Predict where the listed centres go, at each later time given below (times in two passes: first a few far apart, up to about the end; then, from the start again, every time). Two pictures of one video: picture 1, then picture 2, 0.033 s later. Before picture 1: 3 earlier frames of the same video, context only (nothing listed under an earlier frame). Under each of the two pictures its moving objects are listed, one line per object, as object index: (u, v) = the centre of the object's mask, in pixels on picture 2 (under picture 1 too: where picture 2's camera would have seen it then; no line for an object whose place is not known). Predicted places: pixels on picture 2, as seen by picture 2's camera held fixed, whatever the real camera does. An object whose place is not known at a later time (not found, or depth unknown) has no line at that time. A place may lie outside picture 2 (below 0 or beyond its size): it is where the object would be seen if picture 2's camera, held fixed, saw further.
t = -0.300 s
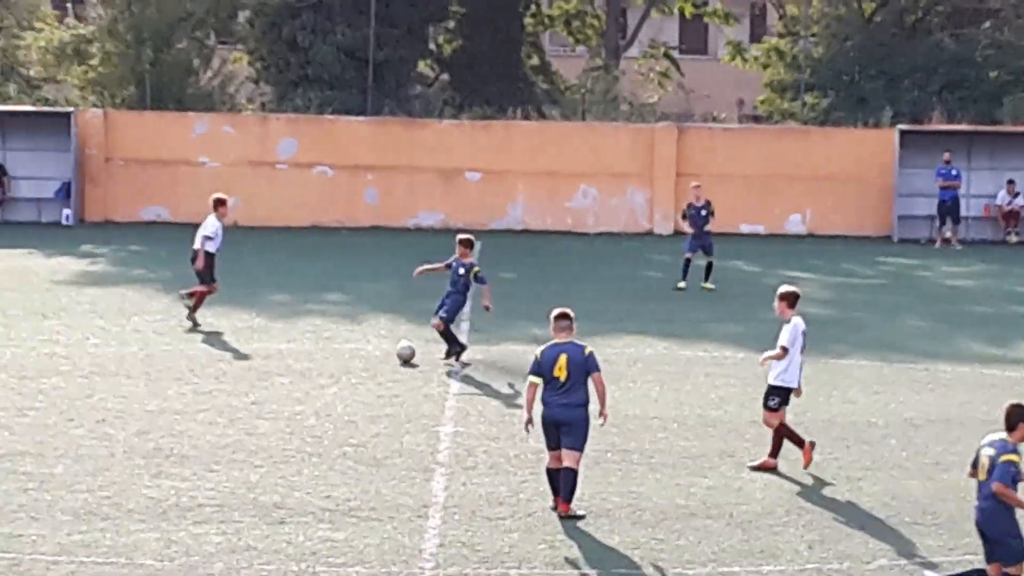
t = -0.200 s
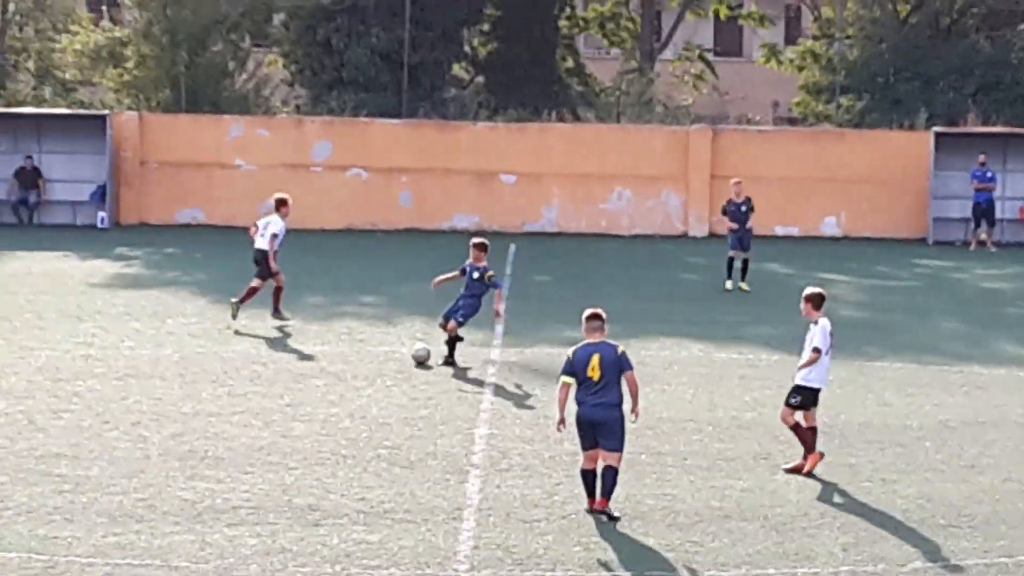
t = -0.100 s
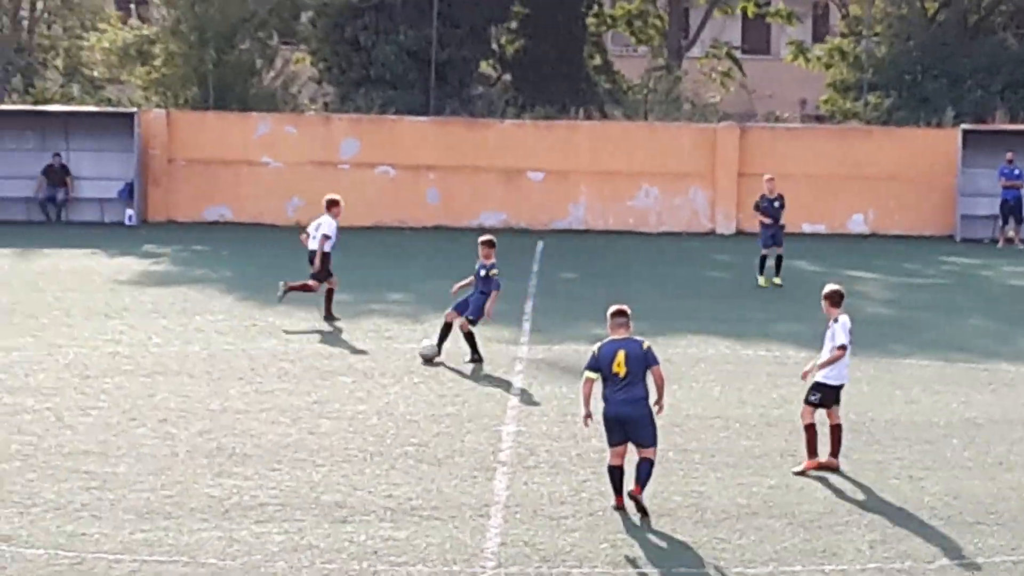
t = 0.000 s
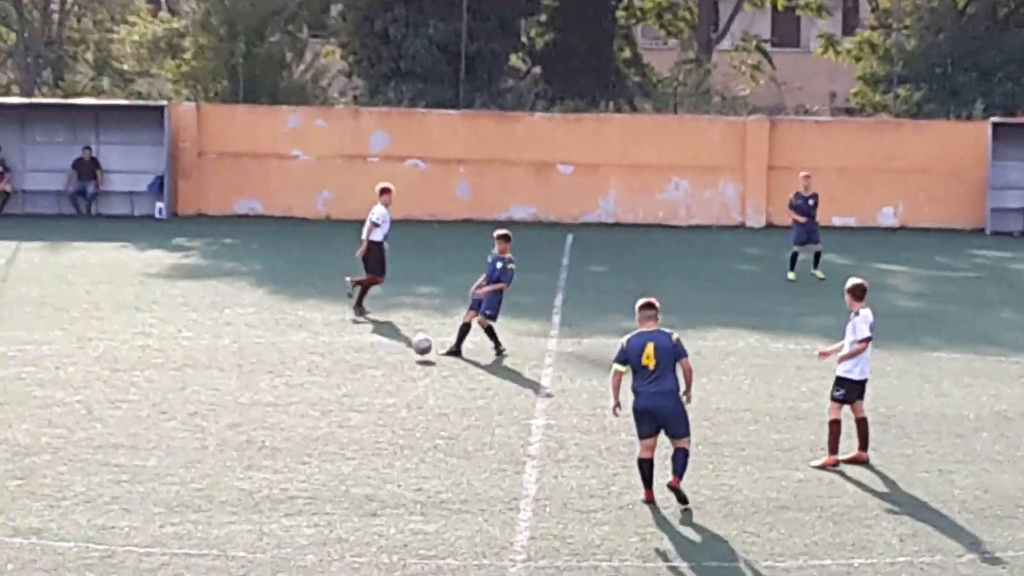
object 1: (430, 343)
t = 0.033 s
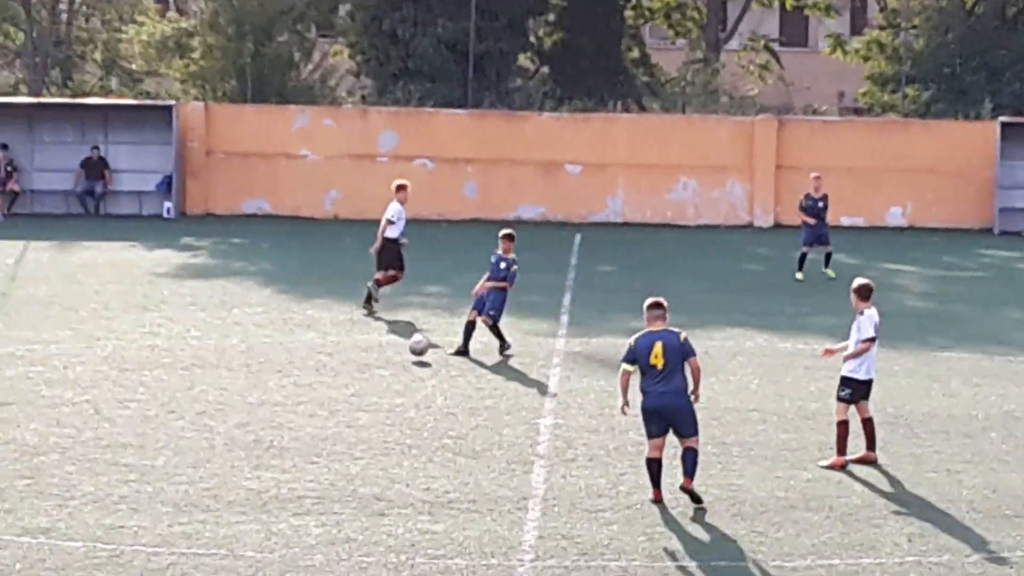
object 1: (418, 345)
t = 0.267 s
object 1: (340, 354)
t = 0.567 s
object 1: (246, 370)
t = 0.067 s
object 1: (406, 348)
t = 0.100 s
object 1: (394, 351)
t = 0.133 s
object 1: (383, 351)
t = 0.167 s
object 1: (371, 350)
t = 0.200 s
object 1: (361, 351)
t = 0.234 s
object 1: (350, 352)
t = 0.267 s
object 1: (340, 354)
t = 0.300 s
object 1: (328, 357)
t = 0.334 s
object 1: (317, 361)
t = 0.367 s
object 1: (306, 363)
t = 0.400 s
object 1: (297, 362)
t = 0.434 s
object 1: (286, 362)
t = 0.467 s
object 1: (276, 363)
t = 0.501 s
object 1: (266, 365)
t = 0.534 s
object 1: (256, 370)
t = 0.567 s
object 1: (246, 370)
